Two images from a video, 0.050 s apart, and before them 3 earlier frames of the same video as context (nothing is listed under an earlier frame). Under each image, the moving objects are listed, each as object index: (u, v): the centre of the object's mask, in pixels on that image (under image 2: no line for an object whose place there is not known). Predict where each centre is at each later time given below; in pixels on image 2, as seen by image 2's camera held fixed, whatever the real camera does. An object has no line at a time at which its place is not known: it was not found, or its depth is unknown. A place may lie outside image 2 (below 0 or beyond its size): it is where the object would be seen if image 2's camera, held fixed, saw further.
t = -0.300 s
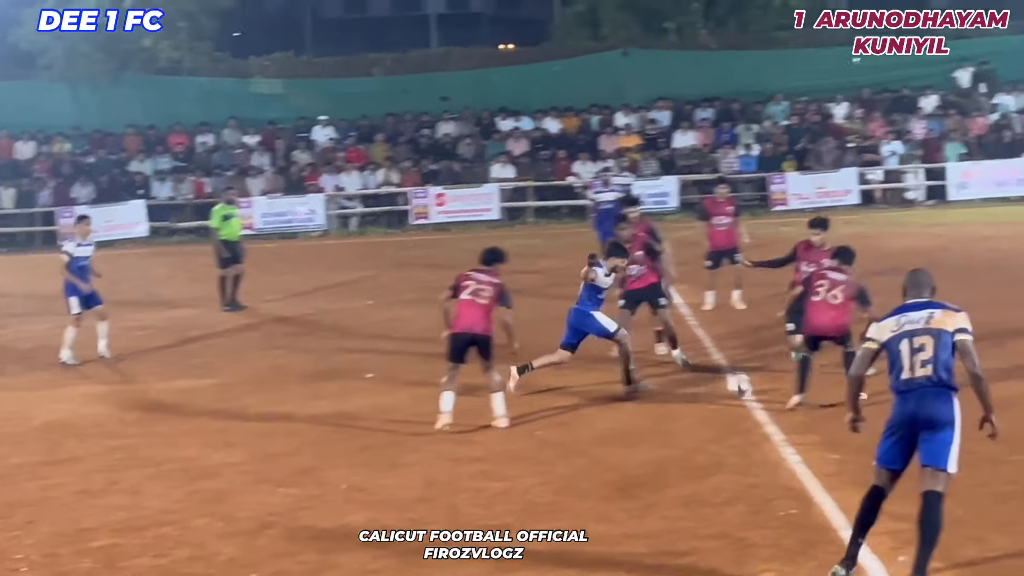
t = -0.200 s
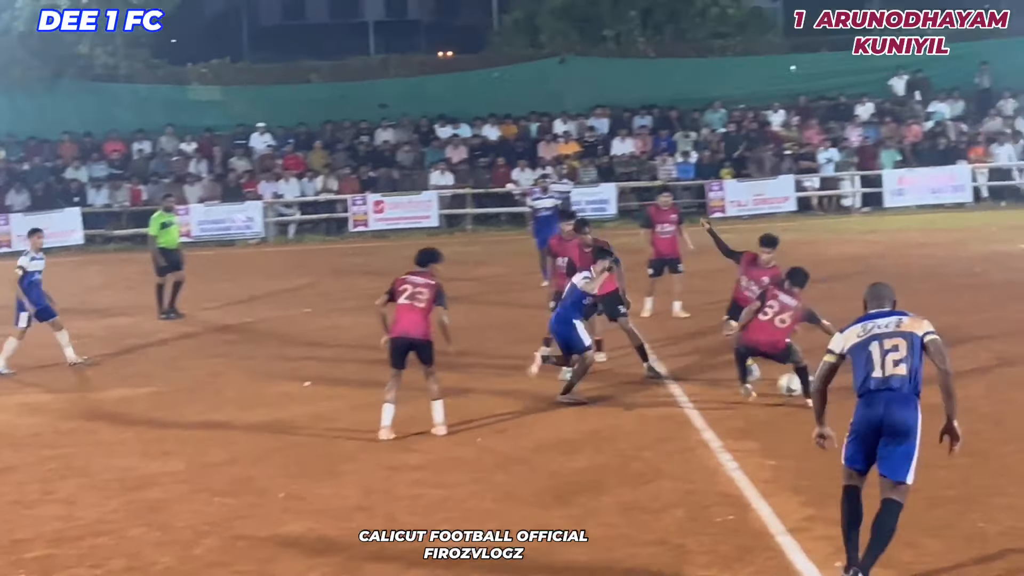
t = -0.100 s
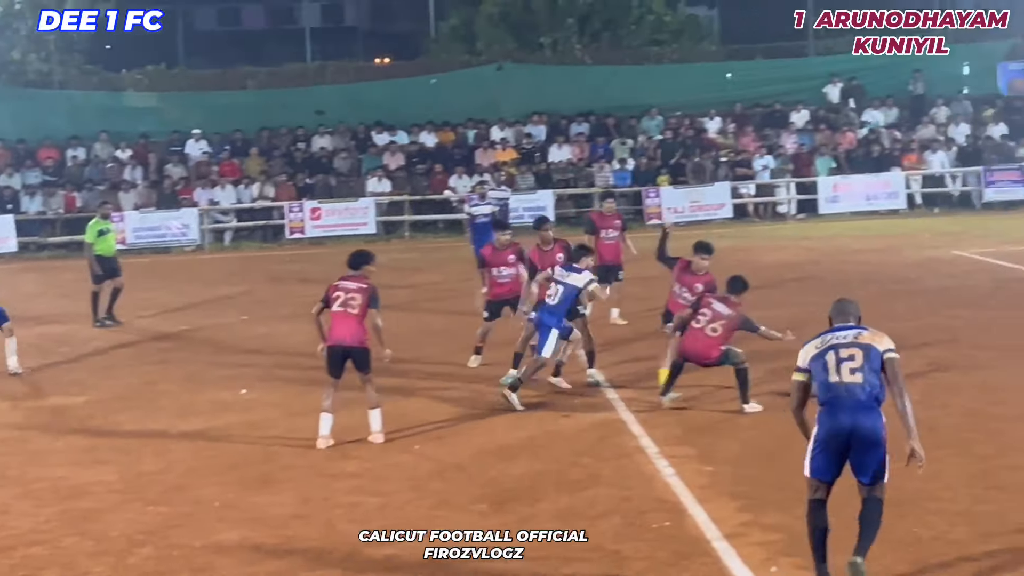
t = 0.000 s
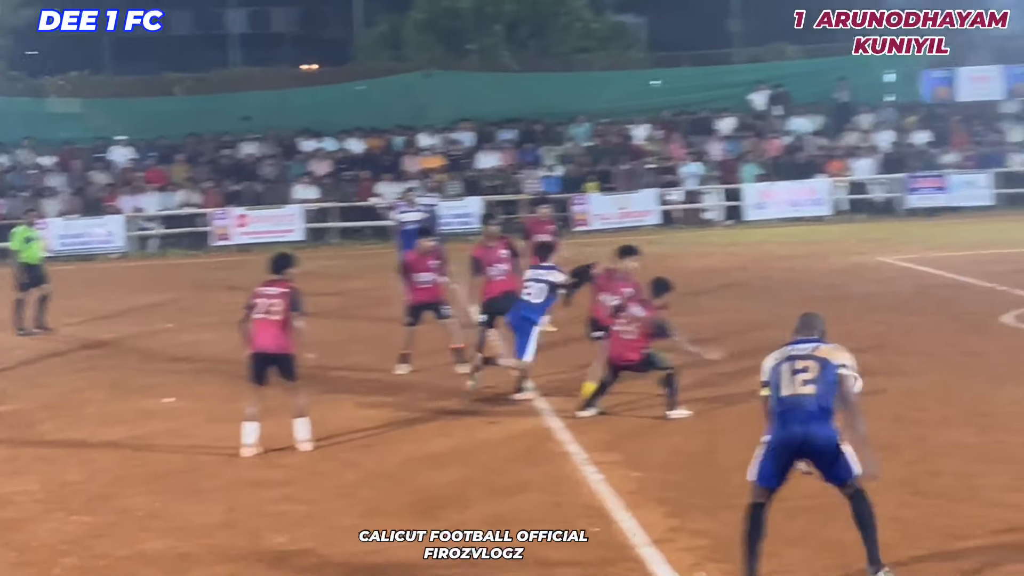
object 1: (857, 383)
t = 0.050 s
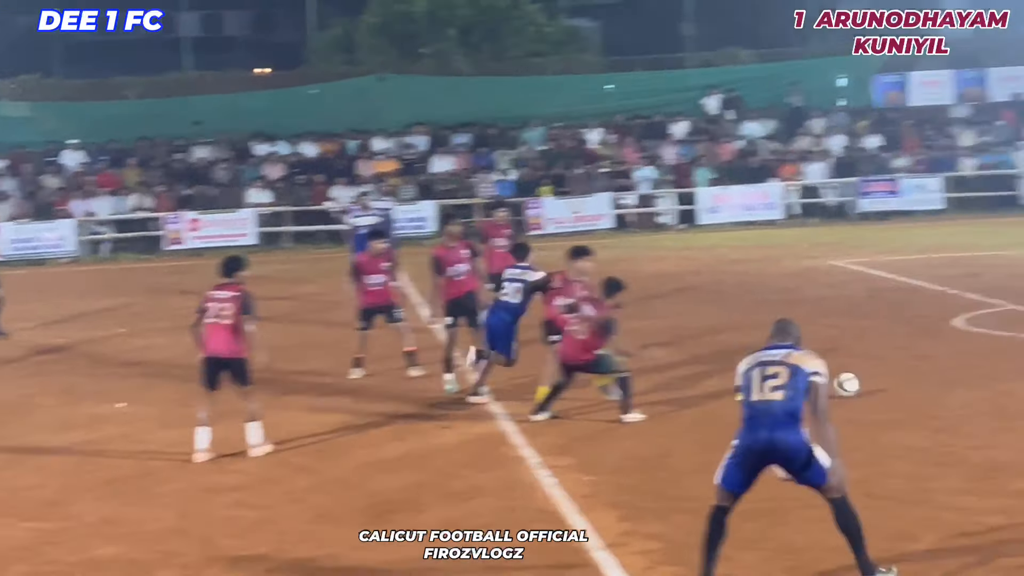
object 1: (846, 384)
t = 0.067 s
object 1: (863, 382)
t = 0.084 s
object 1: (880, 382)
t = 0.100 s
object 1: (895, 382)
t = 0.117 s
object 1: (912, 382)
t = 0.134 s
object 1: (927, 381)
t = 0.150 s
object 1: (944, 379)
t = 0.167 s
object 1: (960, 378)
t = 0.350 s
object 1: (1126, 370)
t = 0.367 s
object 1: (1137, 370)
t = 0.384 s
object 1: (1151, 368)
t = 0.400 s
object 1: (1166, 368)
